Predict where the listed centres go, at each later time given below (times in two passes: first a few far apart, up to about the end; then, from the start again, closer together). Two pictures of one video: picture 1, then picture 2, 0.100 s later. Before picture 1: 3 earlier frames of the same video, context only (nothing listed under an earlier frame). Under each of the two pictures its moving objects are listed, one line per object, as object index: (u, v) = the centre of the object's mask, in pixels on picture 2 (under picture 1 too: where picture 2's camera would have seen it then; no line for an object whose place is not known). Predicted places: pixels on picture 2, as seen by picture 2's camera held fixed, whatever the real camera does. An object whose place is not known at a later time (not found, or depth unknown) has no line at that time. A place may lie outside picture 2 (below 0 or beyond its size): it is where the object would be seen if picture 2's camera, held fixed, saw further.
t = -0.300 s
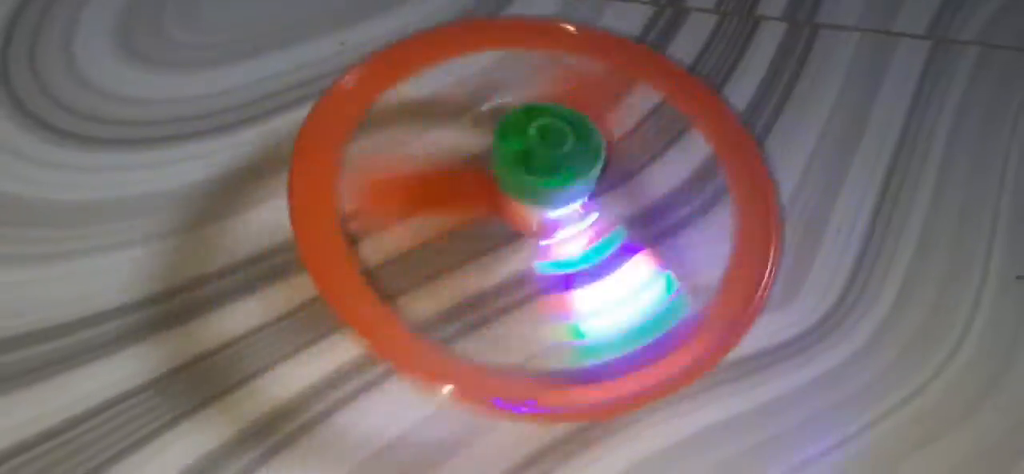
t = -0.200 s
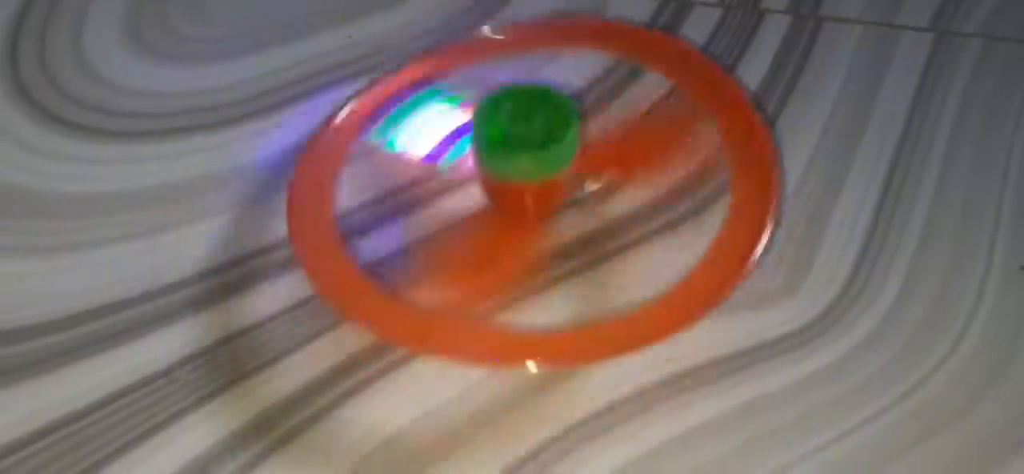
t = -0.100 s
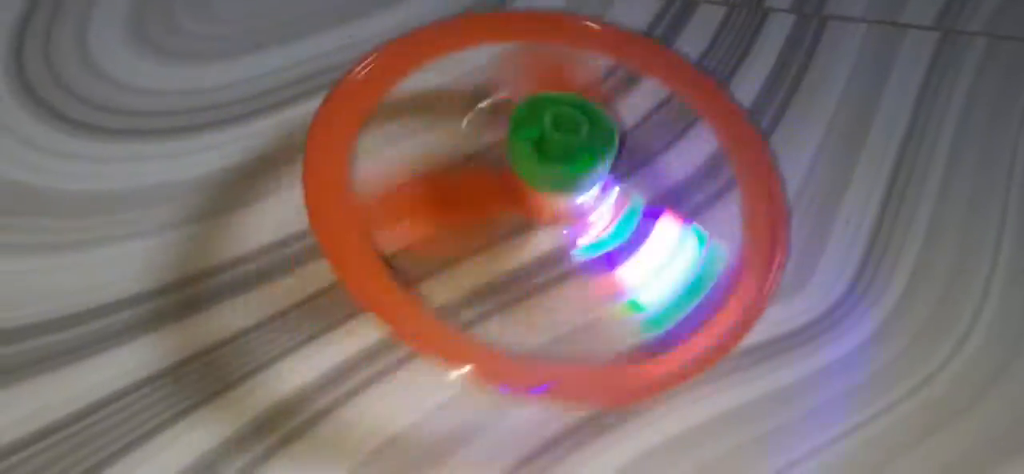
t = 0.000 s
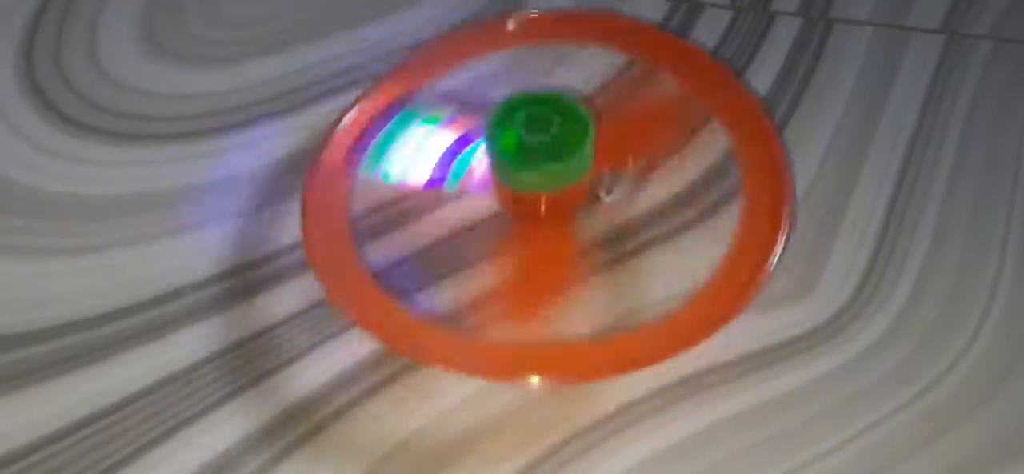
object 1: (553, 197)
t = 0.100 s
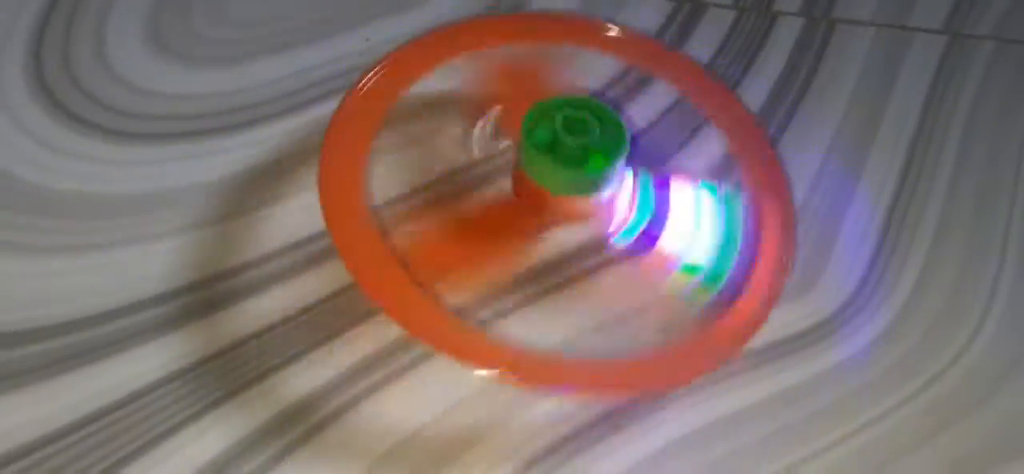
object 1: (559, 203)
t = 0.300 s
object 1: (559, 200)
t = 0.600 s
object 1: (555, 204)
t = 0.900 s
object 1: (556, 198)
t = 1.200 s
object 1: (557, 203)
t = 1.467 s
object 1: (558, 216)
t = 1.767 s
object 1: (550, 213)
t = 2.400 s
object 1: (564, 191)
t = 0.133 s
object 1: (555, 208)
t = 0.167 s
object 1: (551, 203)
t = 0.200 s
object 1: (553, 196)
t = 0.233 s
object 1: (557, 196)
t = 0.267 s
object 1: (556, 198)
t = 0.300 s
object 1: (559, 200)
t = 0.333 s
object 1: (560, 207)
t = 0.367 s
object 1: (554, 207)
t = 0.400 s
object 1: (551, 198)
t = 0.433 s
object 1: (557, 193)
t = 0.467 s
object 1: (559, 194)
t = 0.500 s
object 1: (558, 195)
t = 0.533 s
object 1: (565, 202)
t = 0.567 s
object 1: (561, 208)
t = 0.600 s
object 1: (555, 204)
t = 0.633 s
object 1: (557, 195)
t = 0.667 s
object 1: (561, 194)
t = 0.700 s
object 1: (559, 195)
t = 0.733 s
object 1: (562, 197)
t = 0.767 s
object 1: (564, 206)
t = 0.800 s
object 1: (556, 211)
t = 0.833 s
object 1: (551, 206)
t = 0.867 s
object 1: (553, 200)
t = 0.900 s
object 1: (556, 198)
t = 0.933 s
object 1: (554, 198)
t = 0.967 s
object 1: (560, 199)
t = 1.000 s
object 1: (563, 209)
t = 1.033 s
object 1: (557, 212)
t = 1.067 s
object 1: (553, 207)
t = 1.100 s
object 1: (556, 204)
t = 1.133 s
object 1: (556, 203)
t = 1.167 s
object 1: (554, 202)
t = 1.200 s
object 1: (557, 203)
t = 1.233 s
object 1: (557, 208)
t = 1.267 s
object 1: (551, 207)
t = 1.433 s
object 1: (560, 210)
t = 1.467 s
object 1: (558, 216)
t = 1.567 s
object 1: (554, 199)
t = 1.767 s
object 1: (550, 213)
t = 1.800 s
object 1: (553, 211)
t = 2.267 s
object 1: (548, 206)
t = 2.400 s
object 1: (564, 191)
